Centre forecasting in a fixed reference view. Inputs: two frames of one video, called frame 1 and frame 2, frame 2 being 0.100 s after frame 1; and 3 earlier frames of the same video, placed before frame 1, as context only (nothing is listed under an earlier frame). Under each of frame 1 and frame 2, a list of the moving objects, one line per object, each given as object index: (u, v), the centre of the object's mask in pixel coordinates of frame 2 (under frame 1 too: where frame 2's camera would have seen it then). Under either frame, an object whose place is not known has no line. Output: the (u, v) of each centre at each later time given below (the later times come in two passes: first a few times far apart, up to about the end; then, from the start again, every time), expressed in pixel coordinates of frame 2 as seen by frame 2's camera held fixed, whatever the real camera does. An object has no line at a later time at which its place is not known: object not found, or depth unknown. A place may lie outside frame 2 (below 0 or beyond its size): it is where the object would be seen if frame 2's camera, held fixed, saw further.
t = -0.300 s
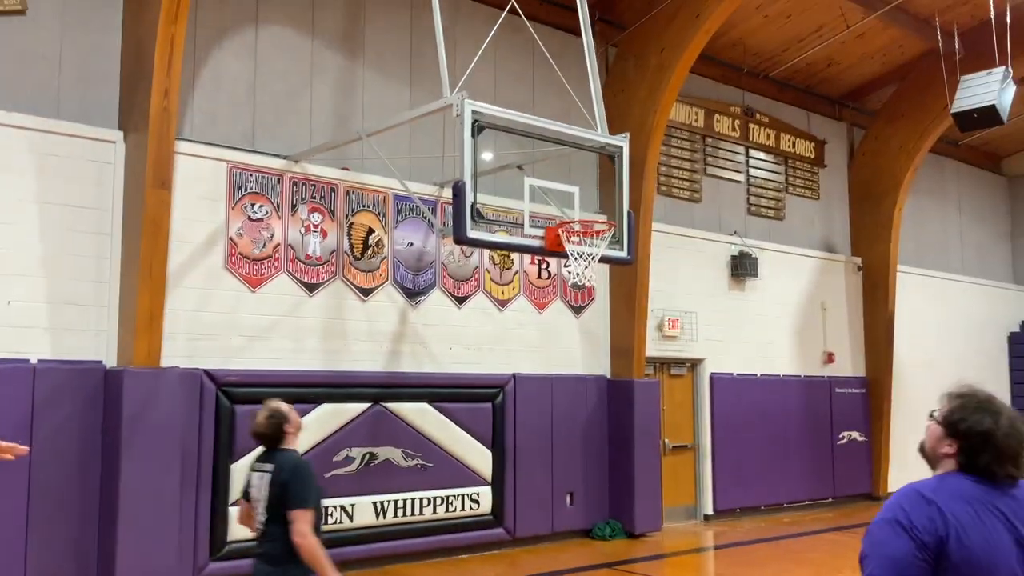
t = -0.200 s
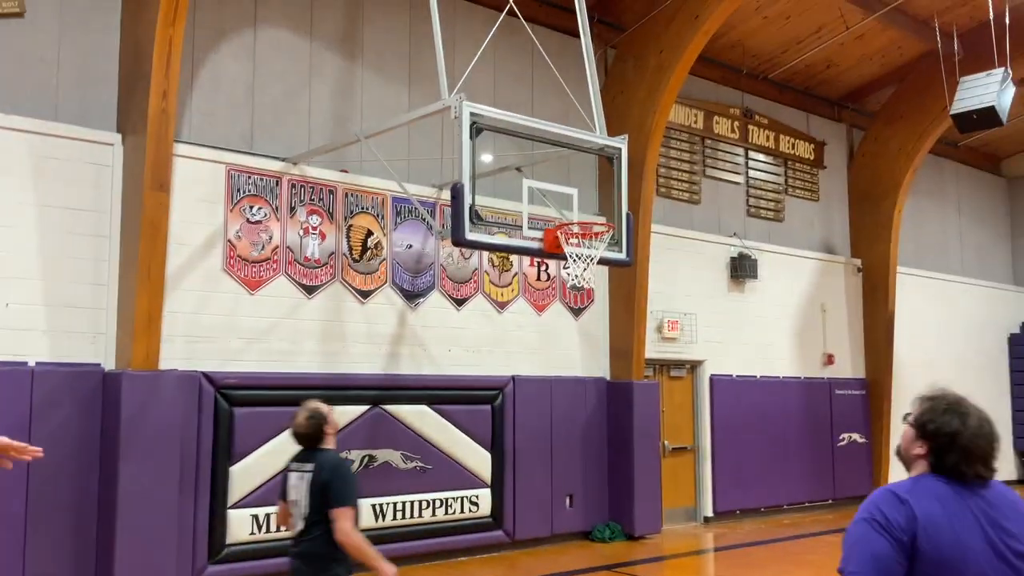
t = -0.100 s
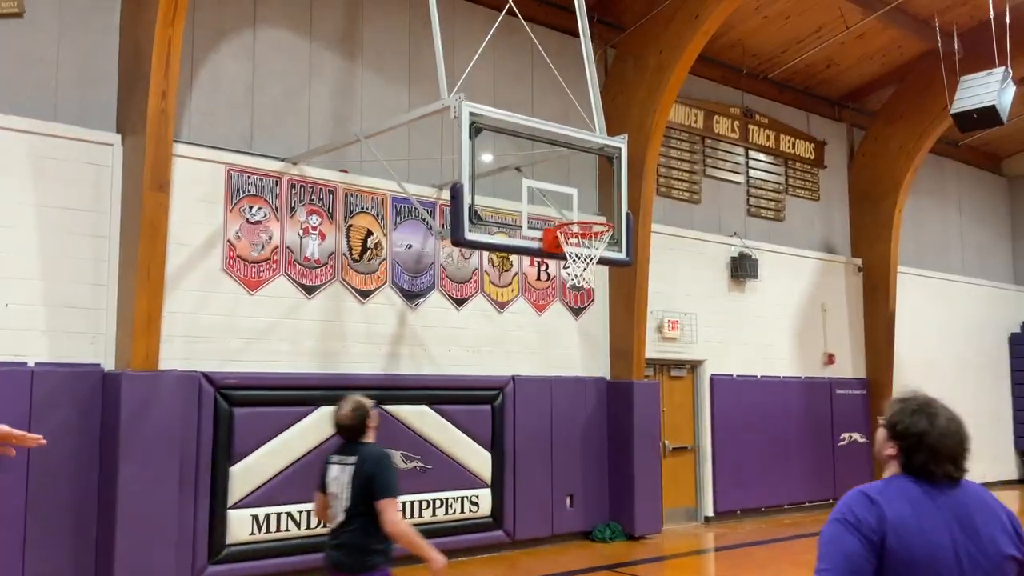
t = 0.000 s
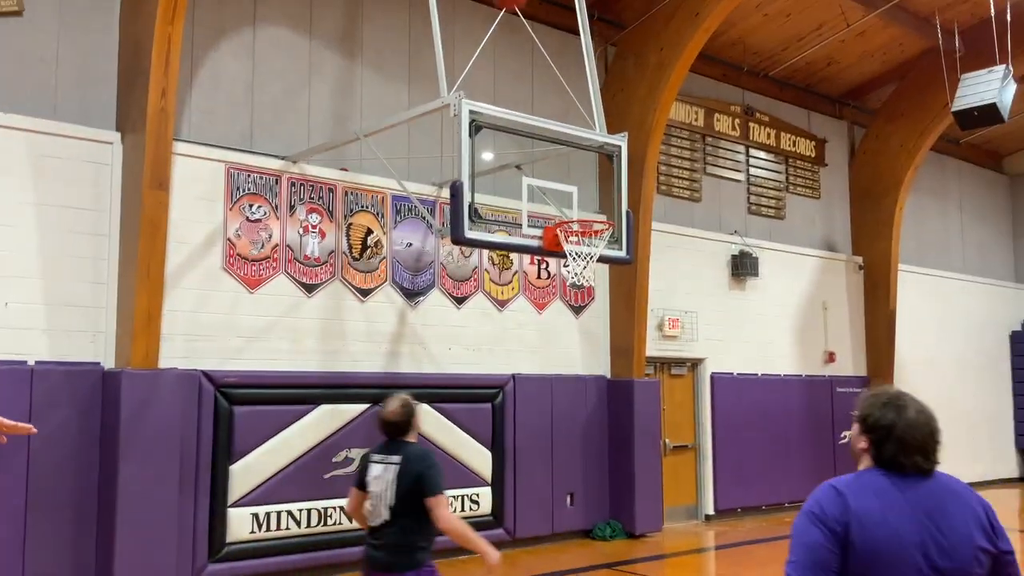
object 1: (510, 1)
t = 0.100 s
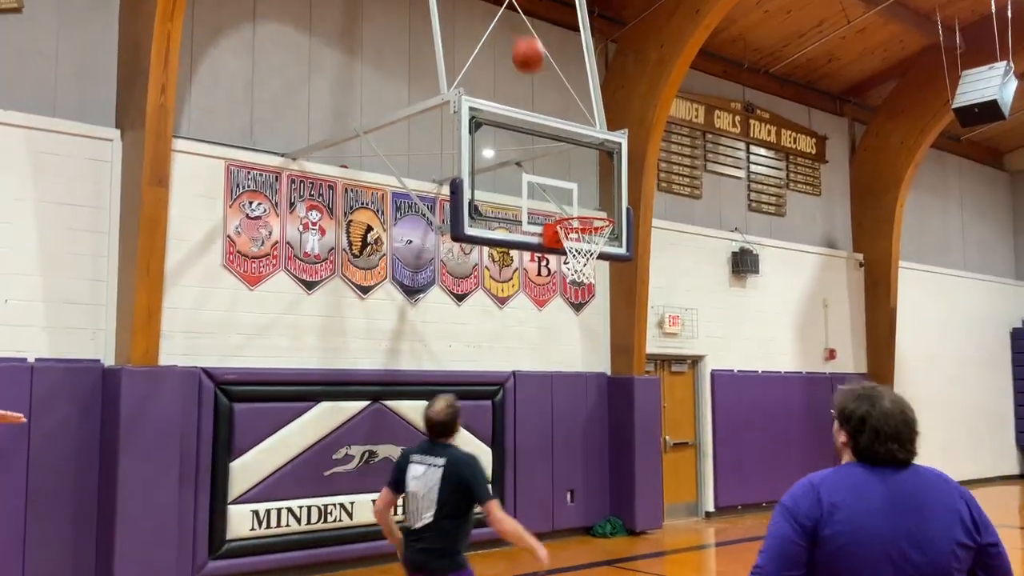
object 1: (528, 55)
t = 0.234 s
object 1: (552, 151)
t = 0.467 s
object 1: (523, 136)
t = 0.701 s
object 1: (456, 79)
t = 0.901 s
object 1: (391, 86)
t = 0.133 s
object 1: (534, 77)
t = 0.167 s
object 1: (541, 100)
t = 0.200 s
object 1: (547, 126)
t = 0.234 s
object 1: (552, 151)
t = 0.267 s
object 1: (557, 176)
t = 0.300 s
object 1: (562, 203)
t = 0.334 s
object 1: (558, 197)
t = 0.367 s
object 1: (550, 179)
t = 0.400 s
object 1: (541, 163)
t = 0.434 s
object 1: (532, 149)
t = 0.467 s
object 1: (523, 136)
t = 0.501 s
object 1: (515, 126)
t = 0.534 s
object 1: (505, 113)
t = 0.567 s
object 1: (496, 103)
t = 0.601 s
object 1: (486, 95)
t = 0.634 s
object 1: (476, 88)
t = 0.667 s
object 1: (466, 82)
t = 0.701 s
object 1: (456, 79)
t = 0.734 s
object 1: (446, 75)
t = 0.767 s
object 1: (435, 75)
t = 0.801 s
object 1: (424, 75)
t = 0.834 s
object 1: (413, 77)
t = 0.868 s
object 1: (402, 80)
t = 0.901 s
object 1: (391, 86)
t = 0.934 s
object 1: (379, 93)
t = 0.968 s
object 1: (367, 102)
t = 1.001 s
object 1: (355, 113)
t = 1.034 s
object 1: (342, 127)
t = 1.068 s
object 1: (330, 142)
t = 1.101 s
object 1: (317, 159)
